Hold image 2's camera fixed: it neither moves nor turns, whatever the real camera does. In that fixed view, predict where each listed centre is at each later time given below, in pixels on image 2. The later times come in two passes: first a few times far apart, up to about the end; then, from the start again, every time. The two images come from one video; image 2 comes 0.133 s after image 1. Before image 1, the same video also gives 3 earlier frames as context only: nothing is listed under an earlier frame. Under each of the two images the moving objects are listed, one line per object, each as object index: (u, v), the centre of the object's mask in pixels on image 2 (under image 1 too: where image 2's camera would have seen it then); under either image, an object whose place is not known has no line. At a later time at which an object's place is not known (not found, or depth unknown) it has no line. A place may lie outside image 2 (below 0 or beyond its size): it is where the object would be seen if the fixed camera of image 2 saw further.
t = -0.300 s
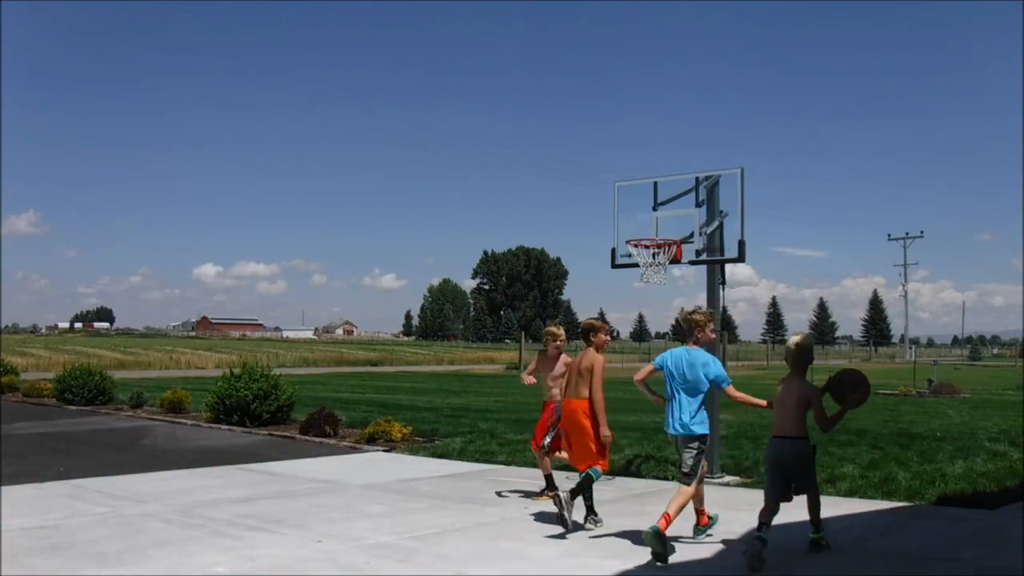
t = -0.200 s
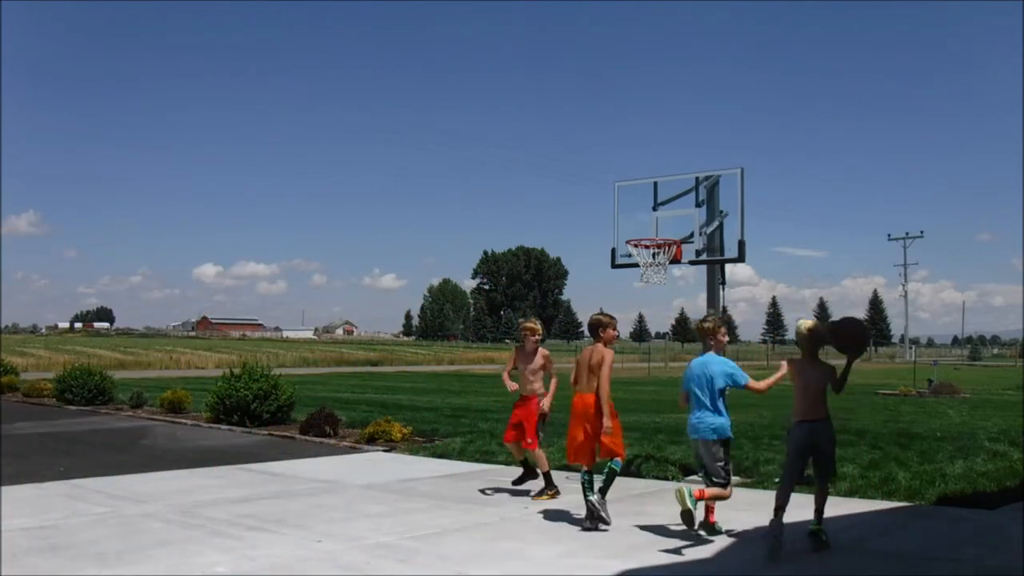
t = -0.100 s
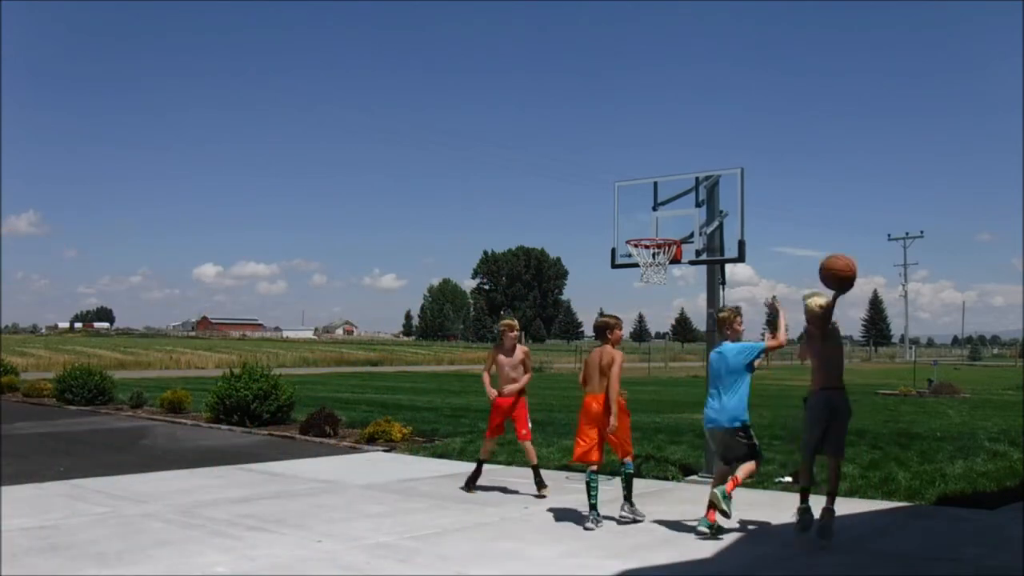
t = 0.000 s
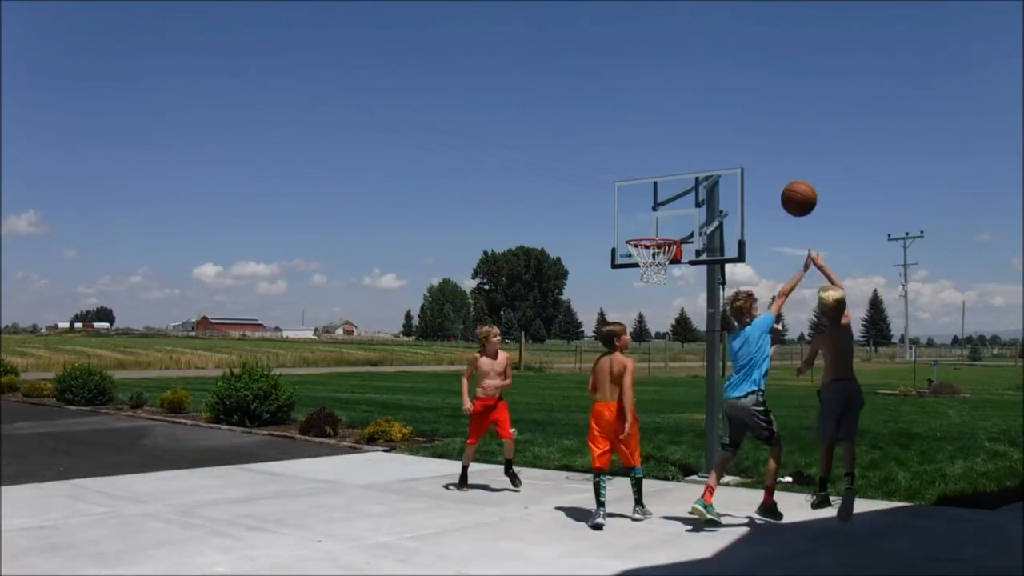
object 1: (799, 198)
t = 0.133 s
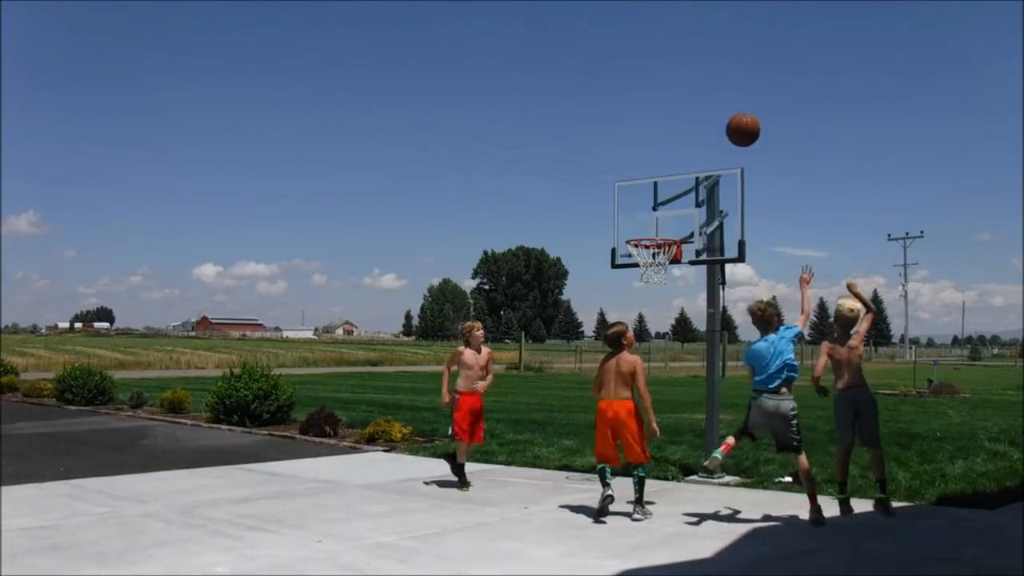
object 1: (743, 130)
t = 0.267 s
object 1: (692, 92)
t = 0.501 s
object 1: (615, 84)
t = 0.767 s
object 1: (539, 150)
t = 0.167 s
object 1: (730, 118)
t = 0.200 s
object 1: (717, 107)
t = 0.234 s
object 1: (705, 99)
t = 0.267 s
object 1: (692, 92)
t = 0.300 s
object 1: (680, 86)
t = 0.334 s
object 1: (669, 83)
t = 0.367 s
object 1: (658, 80)
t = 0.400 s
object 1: (646, 79)
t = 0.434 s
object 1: (636, 79)
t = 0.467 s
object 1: (625, 81)
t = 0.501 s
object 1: (615, 84)
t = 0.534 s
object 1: (605, 88)
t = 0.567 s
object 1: (595, 93)
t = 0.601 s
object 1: (585, 101)
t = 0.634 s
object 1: (576, 108)
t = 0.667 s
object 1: (566, 117)
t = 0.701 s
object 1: (557, 127)
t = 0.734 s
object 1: (548, 138)
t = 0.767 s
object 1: (539, 150)
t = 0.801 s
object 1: (530, 163)
